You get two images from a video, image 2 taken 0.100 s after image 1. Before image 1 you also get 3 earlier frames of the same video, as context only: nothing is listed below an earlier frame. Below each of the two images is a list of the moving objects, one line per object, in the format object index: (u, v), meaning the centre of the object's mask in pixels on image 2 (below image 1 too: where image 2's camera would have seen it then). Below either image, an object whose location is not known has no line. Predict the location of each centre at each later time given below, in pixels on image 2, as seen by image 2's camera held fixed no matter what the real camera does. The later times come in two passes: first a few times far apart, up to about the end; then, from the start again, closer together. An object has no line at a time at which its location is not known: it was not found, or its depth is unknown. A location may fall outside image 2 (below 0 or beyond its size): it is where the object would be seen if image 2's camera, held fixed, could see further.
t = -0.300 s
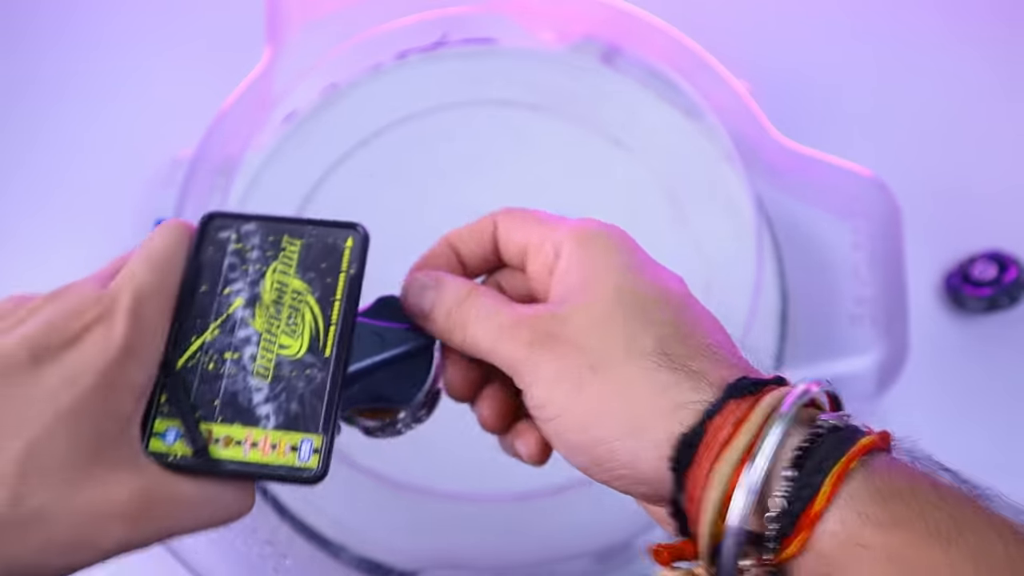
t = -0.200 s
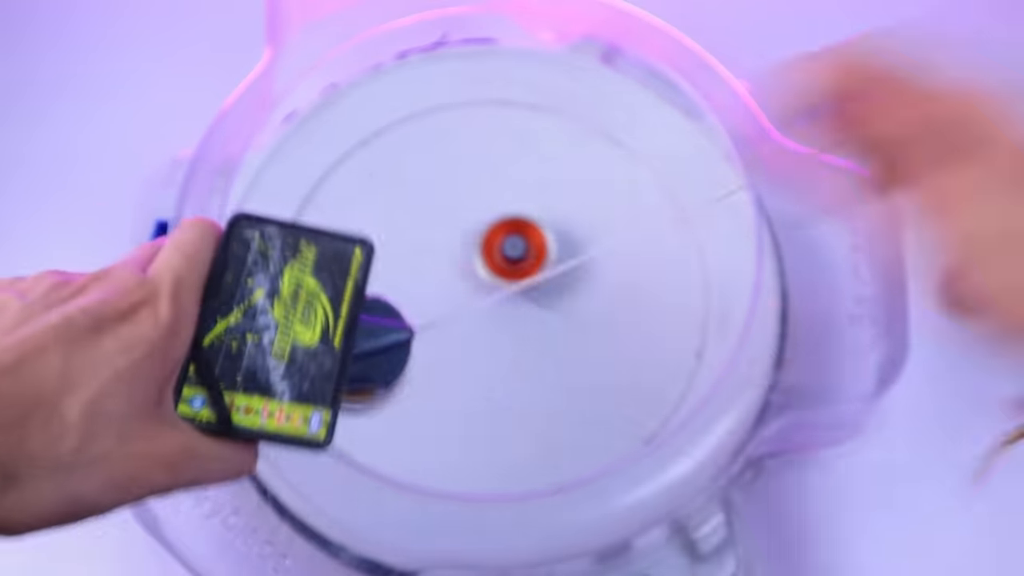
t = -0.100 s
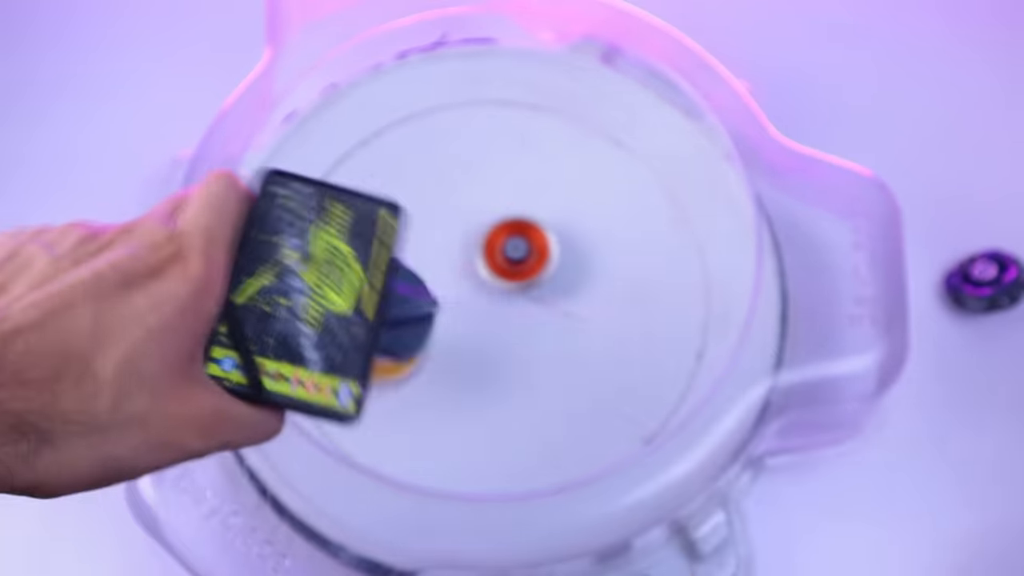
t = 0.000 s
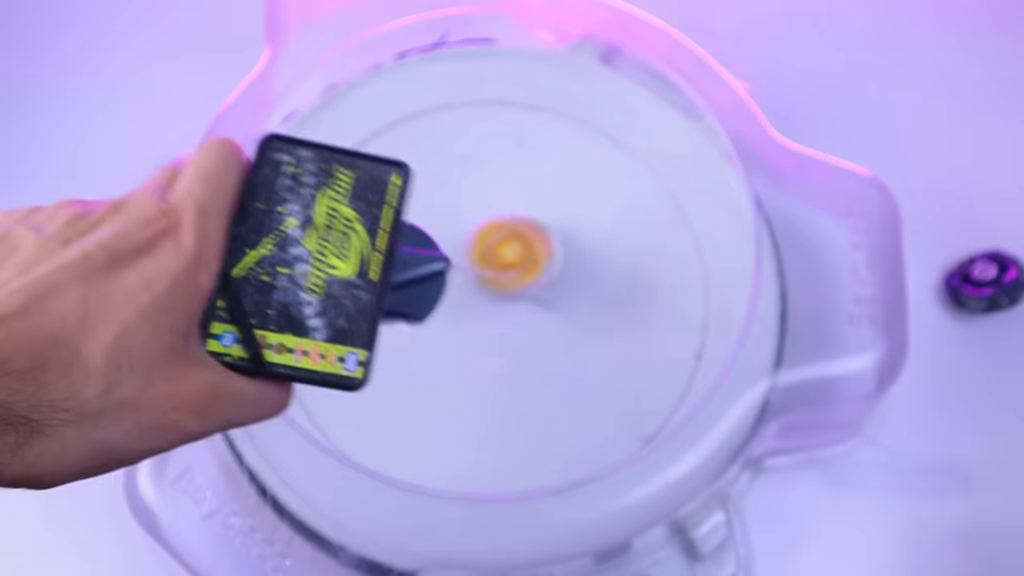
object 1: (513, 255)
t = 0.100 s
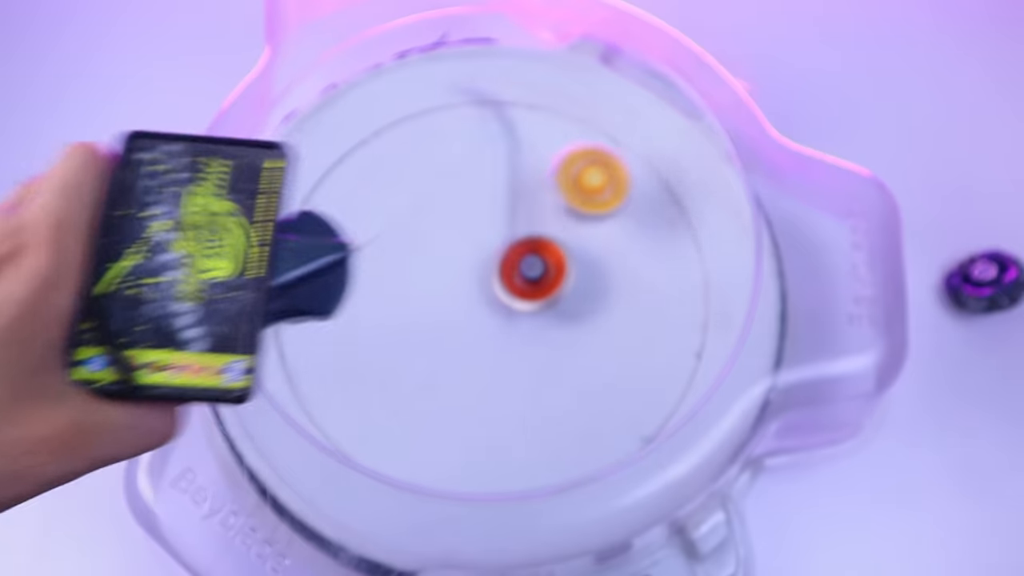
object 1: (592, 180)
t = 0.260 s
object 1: (637, 105)
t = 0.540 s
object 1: (548, 128)
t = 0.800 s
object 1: (499, 227)
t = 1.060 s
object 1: (449, 132)
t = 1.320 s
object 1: (469, 252)
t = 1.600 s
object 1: (440, 187)
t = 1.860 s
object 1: (441, 207)
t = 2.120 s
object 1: (427, 319)
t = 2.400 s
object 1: (479, 357)
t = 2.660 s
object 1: (511, 311)
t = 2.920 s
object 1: (518, 301)
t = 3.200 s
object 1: (492, 303)
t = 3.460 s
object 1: (506, 293)
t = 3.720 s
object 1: (515, 271)
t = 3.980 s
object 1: (559, 295)
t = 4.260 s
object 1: (543, 315)
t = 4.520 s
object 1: (585, 310)
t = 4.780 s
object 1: (588, 313)
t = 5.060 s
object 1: (583, 315)
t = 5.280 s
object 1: (577, 350)
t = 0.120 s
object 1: (606, 176)
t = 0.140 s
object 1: (613, 163)
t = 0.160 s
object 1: (619, 144)
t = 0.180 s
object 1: (625, 128)
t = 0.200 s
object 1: (630, 117)
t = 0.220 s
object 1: (633, 109)
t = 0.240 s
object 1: (635, 105)
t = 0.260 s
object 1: (637, 105)
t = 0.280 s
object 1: (638, 105)
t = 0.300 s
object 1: (636, 99)
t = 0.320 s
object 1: (633, 94)
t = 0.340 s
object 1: (630, 94)
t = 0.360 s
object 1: (626, 97)
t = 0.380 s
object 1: (621, 99)
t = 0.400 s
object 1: (613, 96)
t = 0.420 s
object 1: (604, 96)
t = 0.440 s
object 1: (597, 99)
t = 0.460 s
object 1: (587, 103)
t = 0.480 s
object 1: (576, 110)
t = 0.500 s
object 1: (566, 115)
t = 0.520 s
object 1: (556, 121)
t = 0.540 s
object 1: (548, 128)
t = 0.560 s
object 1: (539, 136)
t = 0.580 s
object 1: (529, 144)
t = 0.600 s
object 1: (521, 152)
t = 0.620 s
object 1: (515, 161)
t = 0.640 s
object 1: (509, 168)
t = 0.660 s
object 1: (504, 177)
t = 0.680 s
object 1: (501, 184)
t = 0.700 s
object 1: (499, 192)
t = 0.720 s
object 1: (497, 199)
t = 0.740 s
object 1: (496, 207)
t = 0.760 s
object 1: (497, 214)
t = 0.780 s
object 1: (499, 221)
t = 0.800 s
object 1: (499, 227)
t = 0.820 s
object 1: (499, 231)
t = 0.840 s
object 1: (493, 215)
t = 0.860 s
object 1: (486, 198)
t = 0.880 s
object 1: (479, 185)
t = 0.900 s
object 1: (472, 176)
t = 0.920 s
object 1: (467, 165)
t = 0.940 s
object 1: (462, 152)
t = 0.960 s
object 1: (459, 143)
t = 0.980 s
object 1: (455, 139)
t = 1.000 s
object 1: (452, 137)
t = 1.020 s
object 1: (450, 131)
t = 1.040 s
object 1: (449, 131)
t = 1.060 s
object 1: (449, 132)
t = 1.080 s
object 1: (448, 133)
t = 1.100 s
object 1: (448, 137)
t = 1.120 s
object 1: (449, 143)
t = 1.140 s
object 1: (449, 153)
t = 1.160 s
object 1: (449, 162)
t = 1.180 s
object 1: (450, 172)
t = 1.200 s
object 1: (450, 185)
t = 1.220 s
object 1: (450, 197)
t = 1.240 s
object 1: (452, 209)
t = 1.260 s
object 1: (456, 221)
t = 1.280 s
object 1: (460, 232)
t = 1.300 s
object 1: (465, 243)
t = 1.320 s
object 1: (469, 252)
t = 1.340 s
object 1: (475, 261)
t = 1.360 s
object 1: (483, 269)
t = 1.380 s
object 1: (491, 277)
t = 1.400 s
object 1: (497, 280)
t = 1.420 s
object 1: (488, 267)
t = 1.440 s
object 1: (479, 257)
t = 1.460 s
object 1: (471, 250)
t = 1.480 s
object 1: (464, 245)
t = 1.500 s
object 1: (458, 231)
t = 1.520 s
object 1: (452, 220)
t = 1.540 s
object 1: (446, 211)
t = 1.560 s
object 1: (441, 206)
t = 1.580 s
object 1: (440, 196)
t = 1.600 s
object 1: (440, 187)
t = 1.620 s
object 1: (439, 182)
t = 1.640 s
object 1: (440, 180)
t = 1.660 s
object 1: (440, 175)
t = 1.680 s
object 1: (441, 171)
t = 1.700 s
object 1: (442, 170)
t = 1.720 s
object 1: (443, 170)
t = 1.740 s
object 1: (443, 171)
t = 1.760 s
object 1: (444, 175)
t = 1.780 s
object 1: (444, 181)
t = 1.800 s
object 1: (444, 187)
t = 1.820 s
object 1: (443, 193)
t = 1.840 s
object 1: (442, 201)
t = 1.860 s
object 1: (441, 207)
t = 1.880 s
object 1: (441, 215)
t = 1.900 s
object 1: (440, 223)
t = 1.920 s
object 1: (438, 231)
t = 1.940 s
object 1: (436, 240)
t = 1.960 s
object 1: (433, 249)
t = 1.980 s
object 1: (431, 257)
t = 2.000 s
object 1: (428, 266)
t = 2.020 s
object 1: (427, 276)
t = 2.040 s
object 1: (426, 286)
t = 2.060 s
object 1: (425, 295)
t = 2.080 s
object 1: (424, 304)
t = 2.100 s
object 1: (426, 310)
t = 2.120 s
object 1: (427, 319)
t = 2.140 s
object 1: (426, 328)
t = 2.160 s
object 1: (427, 340)
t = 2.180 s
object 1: (428, 347)
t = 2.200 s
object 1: (430, 354)
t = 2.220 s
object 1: (433, 360)
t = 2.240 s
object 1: (438, 366)
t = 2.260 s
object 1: (441, 368)
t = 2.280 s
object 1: (446, 366)
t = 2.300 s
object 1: (451, 365)
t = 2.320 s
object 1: (457, 364)
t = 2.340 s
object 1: (464, 363)
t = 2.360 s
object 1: (470, 361)
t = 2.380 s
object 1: (475, 360)
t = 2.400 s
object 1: (479, 357)
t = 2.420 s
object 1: (483, 353)
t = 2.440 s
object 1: (488, 350)
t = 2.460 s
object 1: (492, 347)
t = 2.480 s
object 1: (494, 343)
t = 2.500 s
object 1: (497, 339)
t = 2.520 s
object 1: (499, 335)
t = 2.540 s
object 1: (501, 331)
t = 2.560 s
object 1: (502, 327)
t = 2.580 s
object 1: (504, 323)
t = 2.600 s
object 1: (506, 320)
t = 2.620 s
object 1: (508, 316)
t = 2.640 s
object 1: (509, 314)
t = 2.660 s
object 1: (511, 311)
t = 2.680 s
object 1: (512, 309)
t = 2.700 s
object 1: (513, 307)
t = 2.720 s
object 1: (514, 305)
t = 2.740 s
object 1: (515, 303)
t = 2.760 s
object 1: (516, 302)
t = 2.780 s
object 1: (517, 301)
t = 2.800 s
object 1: (518, 300)
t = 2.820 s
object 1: (519, 300)
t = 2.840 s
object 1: (519, 300)
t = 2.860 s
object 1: (519, 300)
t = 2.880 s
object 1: (519, 300)
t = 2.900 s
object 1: (518, 300)
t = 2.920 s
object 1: (518, 301)
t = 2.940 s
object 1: (516, 301)
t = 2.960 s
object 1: (515, 302)
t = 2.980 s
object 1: (514, 302)
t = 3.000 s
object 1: (512, 302)
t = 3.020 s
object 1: (511, 303)
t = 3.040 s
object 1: (509, 303)
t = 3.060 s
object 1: (507, 303)
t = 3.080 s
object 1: (505, 303)
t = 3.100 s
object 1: (503, 304)
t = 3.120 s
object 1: (501, 303)
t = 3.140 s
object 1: (499, 303)
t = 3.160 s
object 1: (497, 303)
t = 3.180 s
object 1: (494, 303)
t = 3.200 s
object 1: (492, 303)
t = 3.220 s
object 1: (490, 303)
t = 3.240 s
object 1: (488, 302)
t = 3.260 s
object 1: (487, 302)
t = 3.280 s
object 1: (490, 304)
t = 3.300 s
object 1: (492, 304)
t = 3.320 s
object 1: (496, 304)
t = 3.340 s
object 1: (498, 303)
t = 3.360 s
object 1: (501, 302)
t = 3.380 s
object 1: (502, 301)
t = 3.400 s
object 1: (503, 299)
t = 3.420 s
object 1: (504, 297)
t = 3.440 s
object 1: (505, 295)
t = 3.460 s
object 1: (506, 293)
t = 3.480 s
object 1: (507, 291)
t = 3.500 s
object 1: (507, 288)
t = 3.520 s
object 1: (508, 286)
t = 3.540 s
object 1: (509, 283)
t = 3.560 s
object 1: (510, 281)
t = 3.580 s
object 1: (510, 279)
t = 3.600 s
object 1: (511, 277)
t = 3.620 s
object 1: (512, 275)
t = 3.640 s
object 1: (513, 273)
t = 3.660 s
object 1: (514, 273)
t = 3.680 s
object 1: (514, 272)
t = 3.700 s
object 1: (514, 272)
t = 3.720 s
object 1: (515, 271)
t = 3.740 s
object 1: (515, 271)
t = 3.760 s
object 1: (515, 271)
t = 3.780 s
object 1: (514, 271)
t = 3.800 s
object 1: (514, 271)
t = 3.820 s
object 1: (513, 270)
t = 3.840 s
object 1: (518, 273)
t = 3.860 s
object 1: (525, 280)
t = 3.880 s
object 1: (534, 286)
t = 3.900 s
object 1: (542, 290)
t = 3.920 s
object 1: (548, 293)
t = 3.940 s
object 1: (553, 295)
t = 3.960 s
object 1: (557, 295)
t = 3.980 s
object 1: (559, 295)
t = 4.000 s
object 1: (559, 294)
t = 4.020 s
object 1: (558, 291)
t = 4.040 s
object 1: (555, 289)
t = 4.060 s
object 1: (552, 287)
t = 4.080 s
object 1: (548, 285)
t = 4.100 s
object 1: (543, 283)
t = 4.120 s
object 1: (539, 281)
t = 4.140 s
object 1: (535, 280)
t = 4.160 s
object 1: (535, 282)
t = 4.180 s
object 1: (538, 288)
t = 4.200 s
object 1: (541, 296)
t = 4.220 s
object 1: (542, 303)
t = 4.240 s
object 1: (542, 308)
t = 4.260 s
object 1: (543, 315)
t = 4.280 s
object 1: (544, 320)
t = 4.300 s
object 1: (545, 323)
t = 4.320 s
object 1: (548, 325)
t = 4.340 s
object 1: (551, 327)
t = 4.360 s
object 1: (553, 327)
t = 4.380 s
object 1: (556, 327)
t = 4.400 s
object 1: (561, 327)
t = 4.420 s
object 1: (563, 325)
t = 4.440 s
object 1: (568, 324)
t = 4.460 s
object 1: (573, 321)
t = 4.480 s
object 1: (579, 318)
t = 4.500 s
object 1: (583, 314)
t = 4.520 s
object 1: (585, 310)
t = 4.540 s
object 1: (586, 305)
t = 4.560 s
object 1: (585, 301)
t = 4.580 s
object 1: (584, 297)
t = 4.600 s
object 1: (582, 294)
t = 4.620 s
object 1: (581, 291)
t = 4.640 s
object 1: (579, 289)
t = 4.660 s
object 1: (584, 293)
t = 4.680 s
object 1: (590, 300)
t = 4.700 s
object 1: (591, 305)
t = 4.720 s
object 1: (592, 310)
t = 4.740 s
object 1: (592, 312)
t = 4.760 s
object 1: (591, 313)
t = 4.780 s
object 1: (588, 313)
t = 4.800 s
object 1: (587, 312)
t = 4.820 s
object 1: (586, 311)
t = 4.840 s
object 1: (585, 309)
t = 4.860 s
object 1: (585, 307)
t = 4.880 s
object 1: (585, 305)
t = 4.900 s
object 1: (585, 304)
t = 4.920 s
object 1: (585, 304)
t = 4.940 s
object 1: (586, 305)
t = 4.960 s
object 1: (586, 306)
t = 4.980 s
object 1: (586, 307)
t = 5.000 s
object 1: (586, 309)
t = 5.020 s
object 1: (586, 311)
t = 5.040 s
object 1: (585, 313)
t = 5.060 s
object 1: (583, 315)
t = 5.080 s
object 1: (582, 317)
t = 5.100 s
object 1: (580, 319)
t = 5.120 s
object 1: (579, 321)
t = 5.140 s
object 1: (577, 322)
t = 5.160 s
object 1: (575, 323)
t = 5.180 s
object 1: (574, 325)
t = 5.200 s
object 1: (573, 326)
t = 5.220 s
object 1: (572, 327)
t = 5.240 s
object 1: (571, 327)
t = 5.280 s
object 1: (577, 350)
